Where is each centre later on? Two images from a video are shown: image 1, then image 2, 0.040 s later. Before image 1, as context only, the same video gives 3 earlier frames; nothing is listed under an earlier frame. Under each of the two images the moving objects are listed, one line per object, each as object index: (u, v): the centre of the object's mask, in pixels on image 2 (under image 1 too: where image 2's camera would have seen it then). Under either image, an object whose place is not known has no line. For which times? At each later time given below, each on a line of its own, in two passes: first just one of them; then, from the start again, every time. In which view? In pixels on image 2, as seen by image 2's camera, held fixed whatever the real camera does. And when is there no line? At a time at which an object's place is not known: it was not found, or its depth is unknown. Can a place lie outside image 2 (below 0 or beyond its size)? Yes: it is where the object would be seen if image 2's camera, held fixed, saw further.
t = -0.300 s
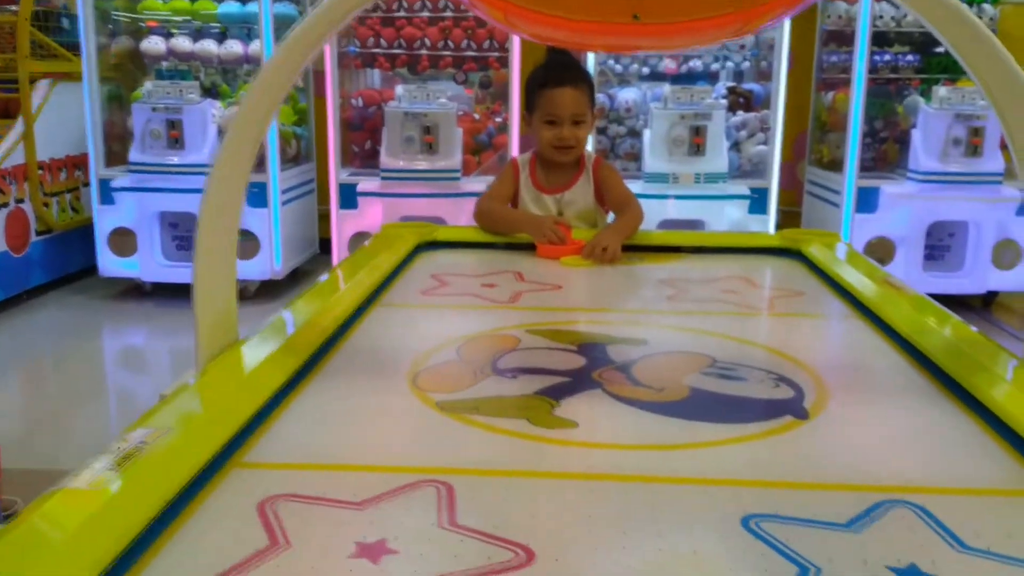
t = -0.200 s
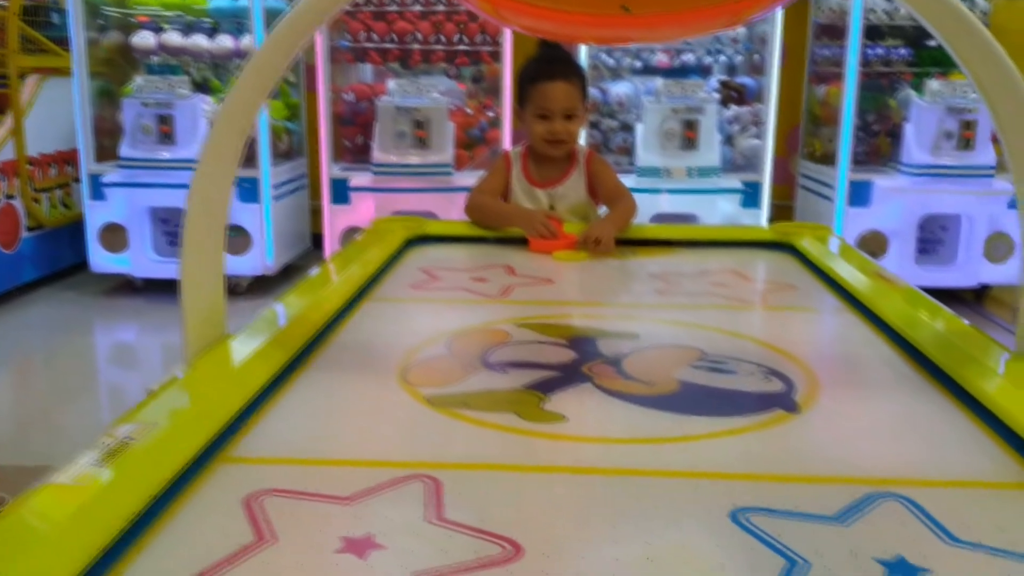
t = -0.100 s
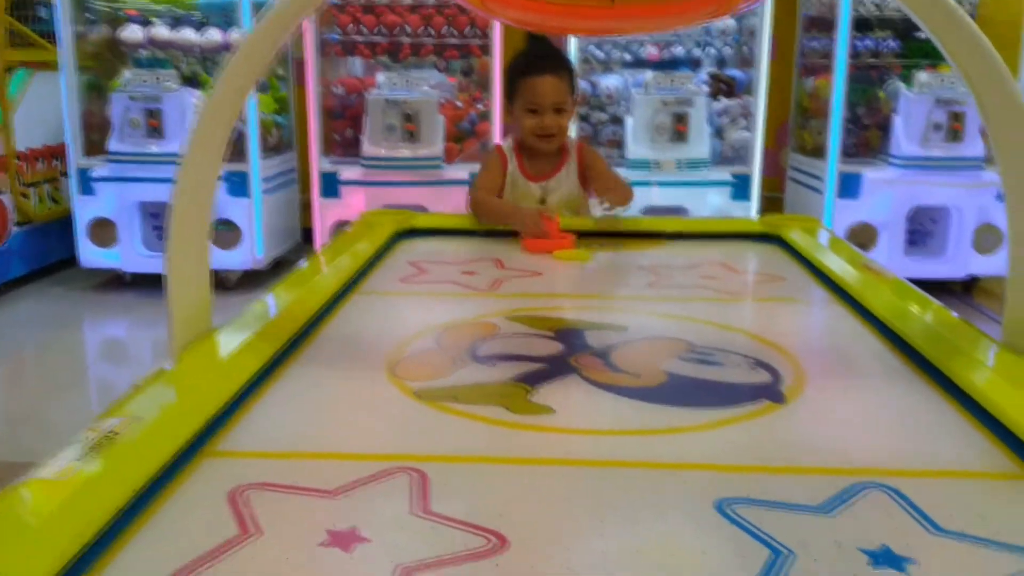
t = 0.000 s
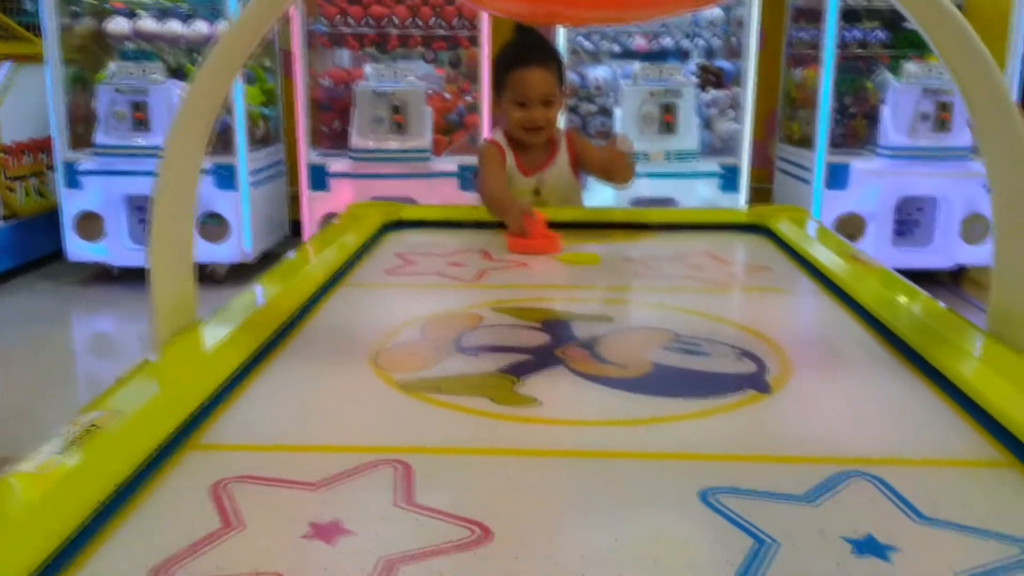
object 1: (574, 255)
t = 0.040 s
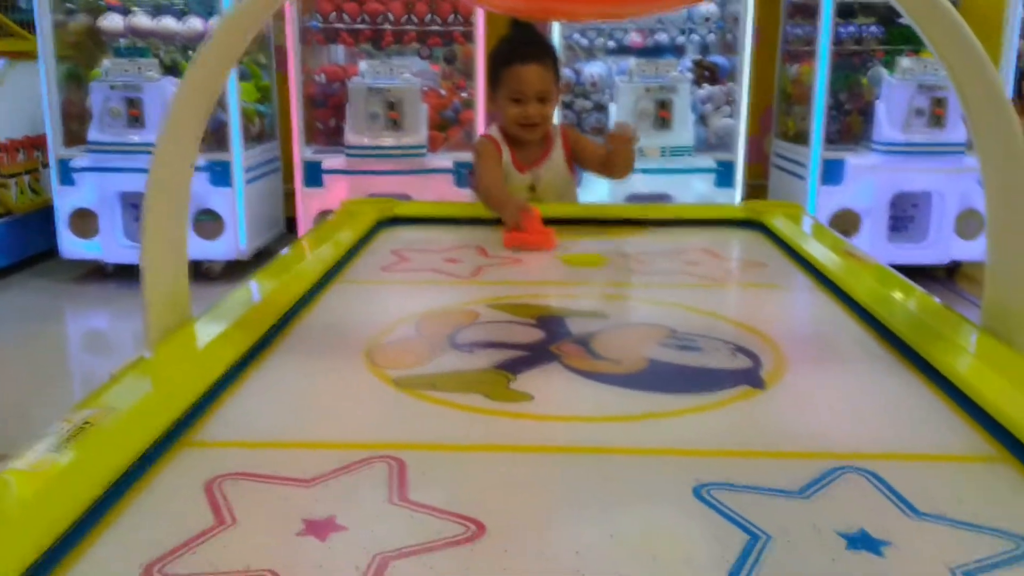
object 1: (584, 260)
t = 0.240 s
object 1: (632, 290)
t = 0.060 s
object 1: (586, 262)
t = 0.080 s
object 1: (592, 265)
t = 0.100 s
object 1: (596, 268)
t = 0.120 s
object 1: (600, 270)
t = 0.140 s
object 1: (607, 274)
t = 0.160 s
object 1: (609, 276)
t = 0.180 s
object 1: (615, 280)
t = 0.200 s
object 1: (621, 283)
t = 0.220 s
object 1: (625, 285)
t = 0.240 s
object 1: (632, 290)
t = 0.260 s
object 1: (636, 292)
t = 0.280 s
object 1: (643, 296)
